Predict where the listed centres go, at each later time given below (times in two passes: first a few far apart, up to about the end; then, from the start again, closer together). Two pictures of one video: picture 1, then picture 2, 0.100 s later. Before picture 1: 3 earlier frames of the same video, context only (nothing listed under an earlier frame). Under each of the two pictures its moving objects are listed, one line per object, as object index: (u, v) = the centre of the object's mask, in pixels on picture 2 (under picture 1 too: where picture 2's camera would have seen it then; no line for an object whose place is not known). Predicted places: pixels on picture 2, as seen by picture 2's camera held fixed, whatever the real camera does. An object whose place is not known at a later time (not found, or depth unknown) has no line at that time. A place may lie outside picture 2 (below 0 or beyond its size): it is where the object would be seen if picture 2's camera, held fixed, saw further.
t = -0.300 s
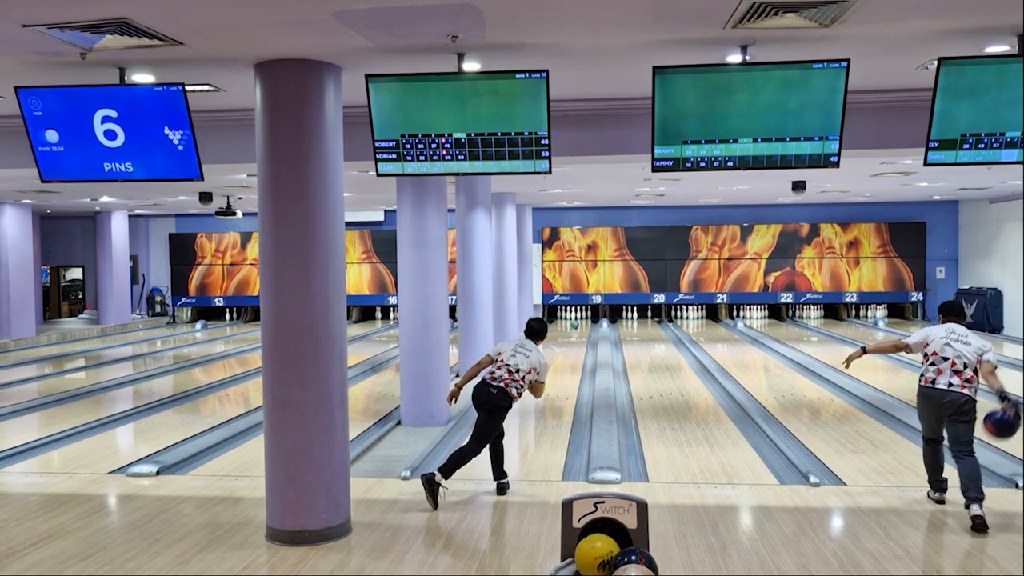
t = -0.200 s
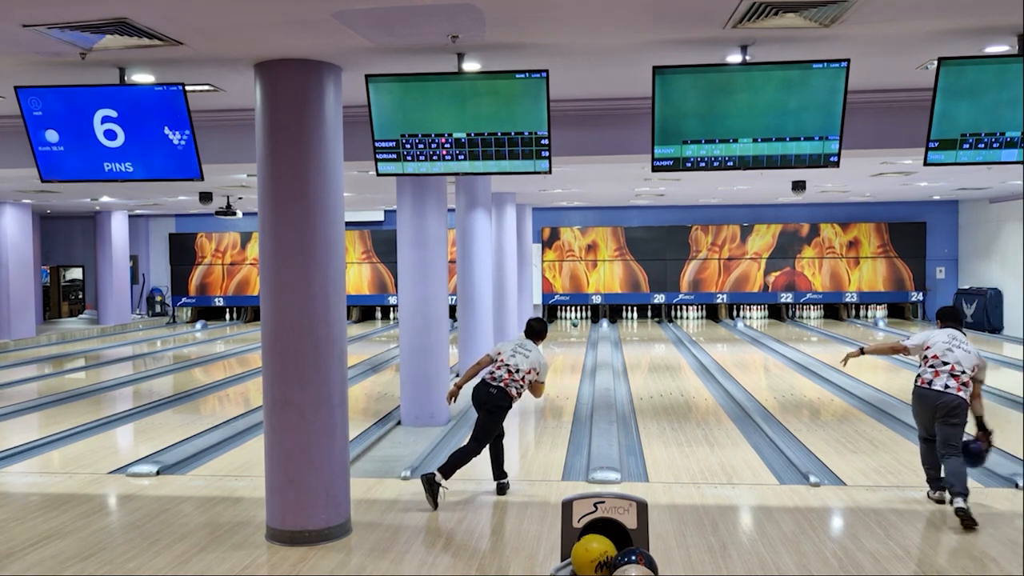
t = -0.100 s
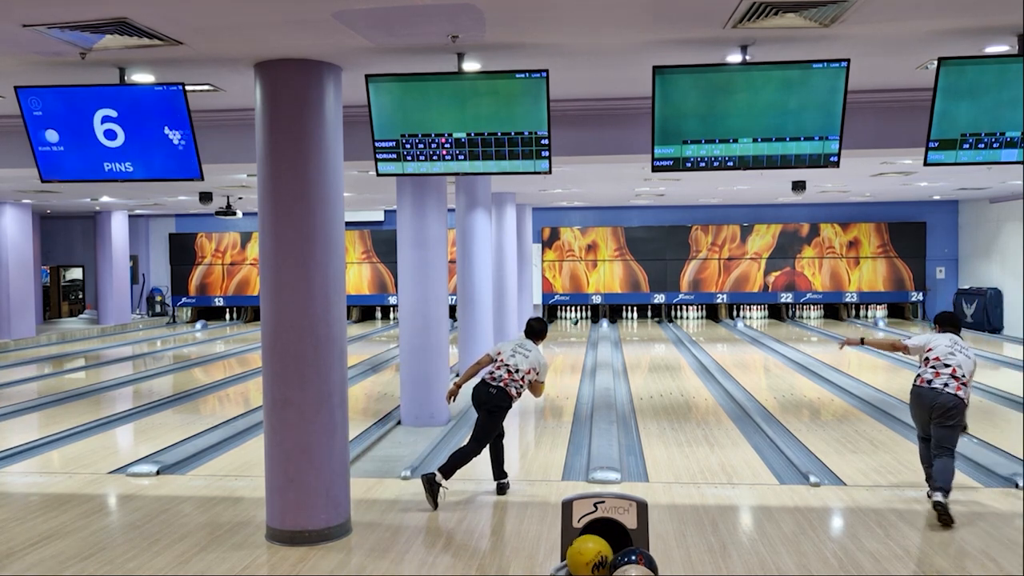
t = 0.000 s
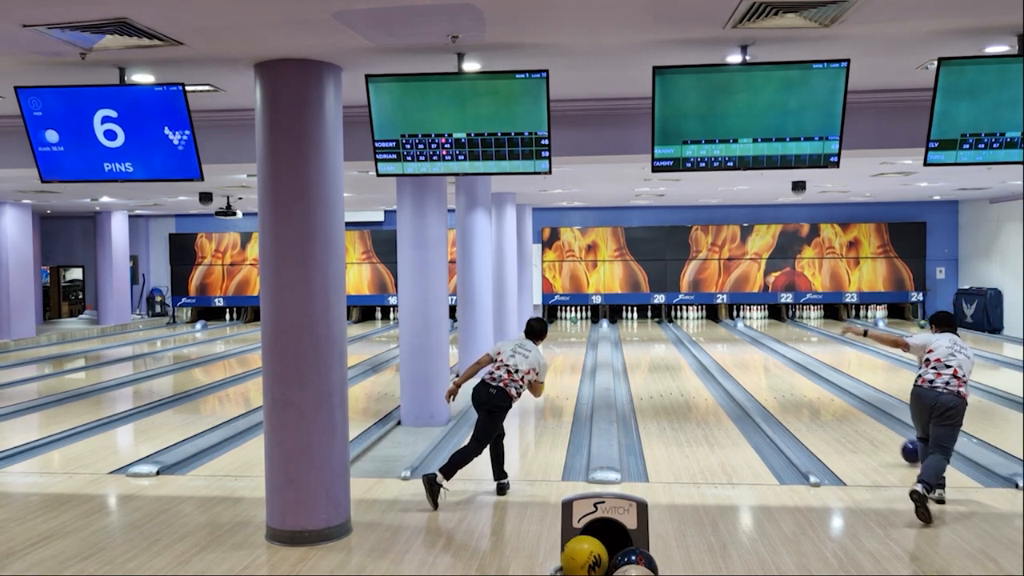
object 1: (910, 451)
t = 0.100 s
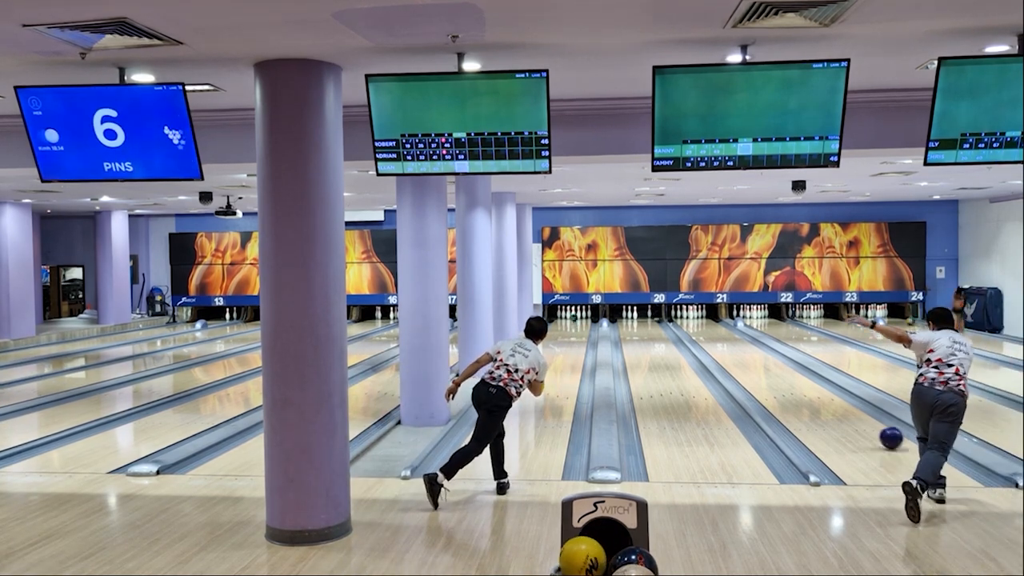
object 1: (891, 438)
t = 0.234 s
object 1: (866, 422)
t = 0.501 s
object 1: (827, 396)
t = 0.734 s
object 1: (801, 379)
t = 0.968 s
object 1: (780, 366)
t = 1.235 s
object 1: (762, 355)
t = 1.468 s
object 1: (749, 346)
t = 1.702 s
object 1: (737, 339)
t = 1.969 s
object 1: (726, 332)
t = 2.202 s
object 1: (718, 327)
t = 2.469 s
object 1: (708, 322)
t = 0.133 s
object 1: (884, 434)
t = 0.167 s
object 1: (878, 430)
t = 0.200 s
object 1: (871, 426)
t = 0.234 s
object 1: (866, 422)
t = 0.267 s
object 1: (860, 418)
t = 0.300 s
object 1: (854, 415)
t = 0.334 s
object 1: (849, 411)
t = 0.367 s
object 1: (844, 408)
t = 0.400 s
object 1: (840, 405)
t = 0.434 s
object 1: (835, 402)
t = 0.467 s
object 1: (831, 399)
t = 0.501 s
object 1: (827, 396)
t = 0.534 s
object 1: (822, 393)
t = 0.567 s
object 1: (818, 391)
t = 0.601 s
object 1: (815, 388)
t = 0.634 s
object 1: (811, 386)
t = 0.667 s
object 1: (807, 384)
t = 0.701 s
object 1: (804, 382)
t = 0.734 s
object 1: (801, 379)
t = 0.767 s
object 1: (798, 378)
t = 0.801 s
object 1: (795, 375)
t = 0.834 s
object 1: (792, 374)
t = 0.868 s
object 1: (789, 372)
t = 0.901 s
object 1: (786, 370)
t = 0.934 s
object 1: (783, 368)
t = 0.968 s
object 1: (780, 366)
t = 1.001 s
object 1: (778, 365)
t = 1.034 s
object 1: (776, 363)
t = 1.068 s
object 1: (773, 362)
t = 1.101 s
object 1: (771, 360)
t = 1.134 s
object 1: (768, 359)
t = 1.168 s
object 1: (766, 357)
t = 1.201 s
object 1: (764, 356)
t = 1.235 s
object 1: (762, 355)
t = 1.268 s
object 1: (760, 353)
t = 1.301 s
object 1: (758, 352)
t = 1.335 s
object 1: (756, 351)
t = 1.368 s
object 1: (754, 349)
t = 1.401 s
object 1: (752, 348)
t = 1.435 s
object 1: (750, 347)
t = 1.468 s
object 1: (749, 346)
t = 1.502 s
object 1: (747, 345)
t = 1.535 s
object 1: (745, 344)
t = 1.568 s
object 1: (744, 343)
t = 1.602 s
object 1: (742, 342)
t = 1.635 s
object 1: (740, 341)
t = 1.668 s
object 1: (739, 340)
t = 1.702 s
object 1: (737, 339)
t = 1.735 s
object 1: (736, 338)
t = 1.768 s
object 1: (734, 337)
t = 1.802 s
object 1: (733, 336)
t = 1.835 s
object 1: (731, 336)
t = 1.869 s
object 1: (730, 335)
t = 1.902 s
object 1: (729, 334)
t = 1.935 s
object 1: (727, 333)
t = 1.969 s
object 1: (726, 332)
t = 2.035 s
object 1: (724, 331)
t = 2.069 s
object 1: (722, 330)
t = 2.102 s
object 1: (721, 329)
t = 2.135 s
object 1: (720, 328)
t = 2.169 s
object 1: (719, 328)
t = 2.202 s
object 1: (718, 327)
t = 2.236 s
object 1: (716, 326)
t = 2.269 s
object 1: (715, 325)
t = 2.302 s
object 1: (714, 325)
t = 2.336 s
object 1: (713, 325)
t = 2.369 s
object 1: (712, 324)
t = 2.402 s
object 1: (711, 323)
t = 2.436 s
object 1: (710, 323)
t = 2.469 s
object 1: (708, 322)
